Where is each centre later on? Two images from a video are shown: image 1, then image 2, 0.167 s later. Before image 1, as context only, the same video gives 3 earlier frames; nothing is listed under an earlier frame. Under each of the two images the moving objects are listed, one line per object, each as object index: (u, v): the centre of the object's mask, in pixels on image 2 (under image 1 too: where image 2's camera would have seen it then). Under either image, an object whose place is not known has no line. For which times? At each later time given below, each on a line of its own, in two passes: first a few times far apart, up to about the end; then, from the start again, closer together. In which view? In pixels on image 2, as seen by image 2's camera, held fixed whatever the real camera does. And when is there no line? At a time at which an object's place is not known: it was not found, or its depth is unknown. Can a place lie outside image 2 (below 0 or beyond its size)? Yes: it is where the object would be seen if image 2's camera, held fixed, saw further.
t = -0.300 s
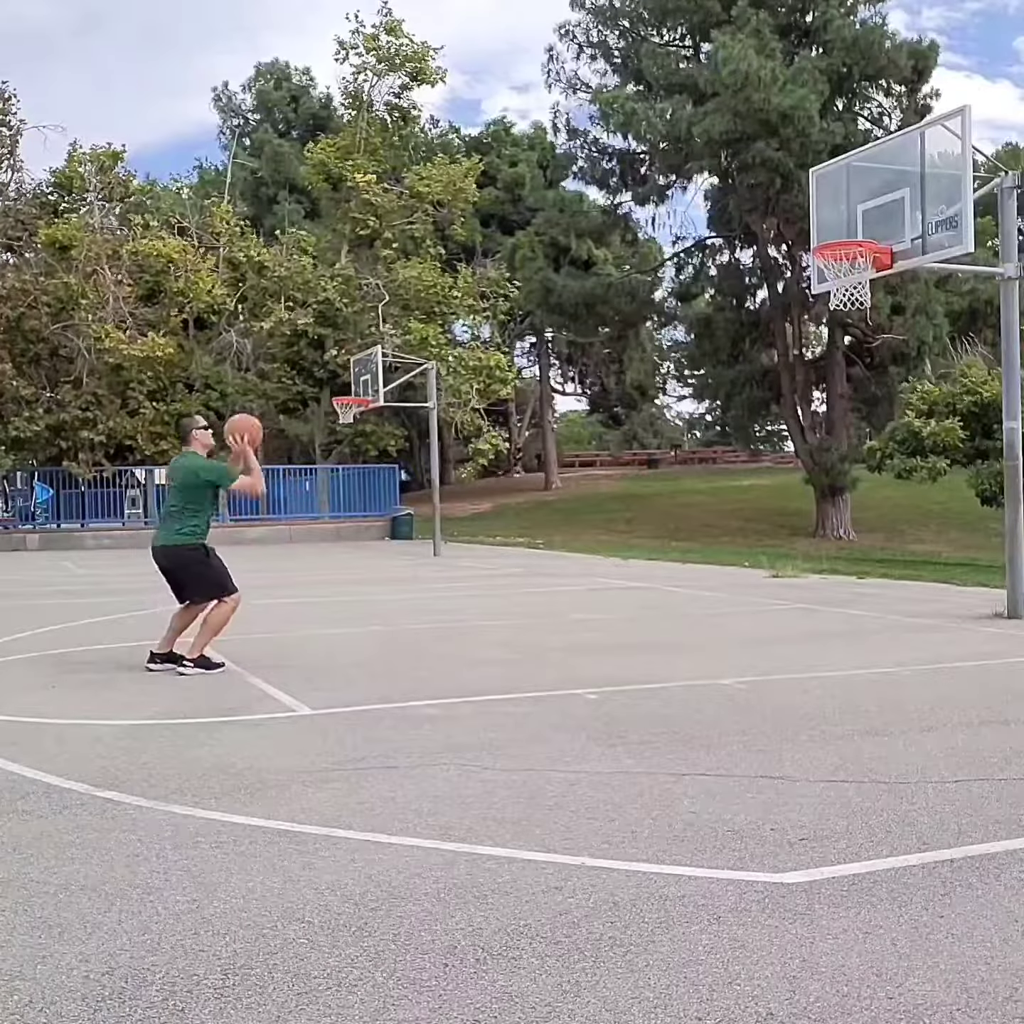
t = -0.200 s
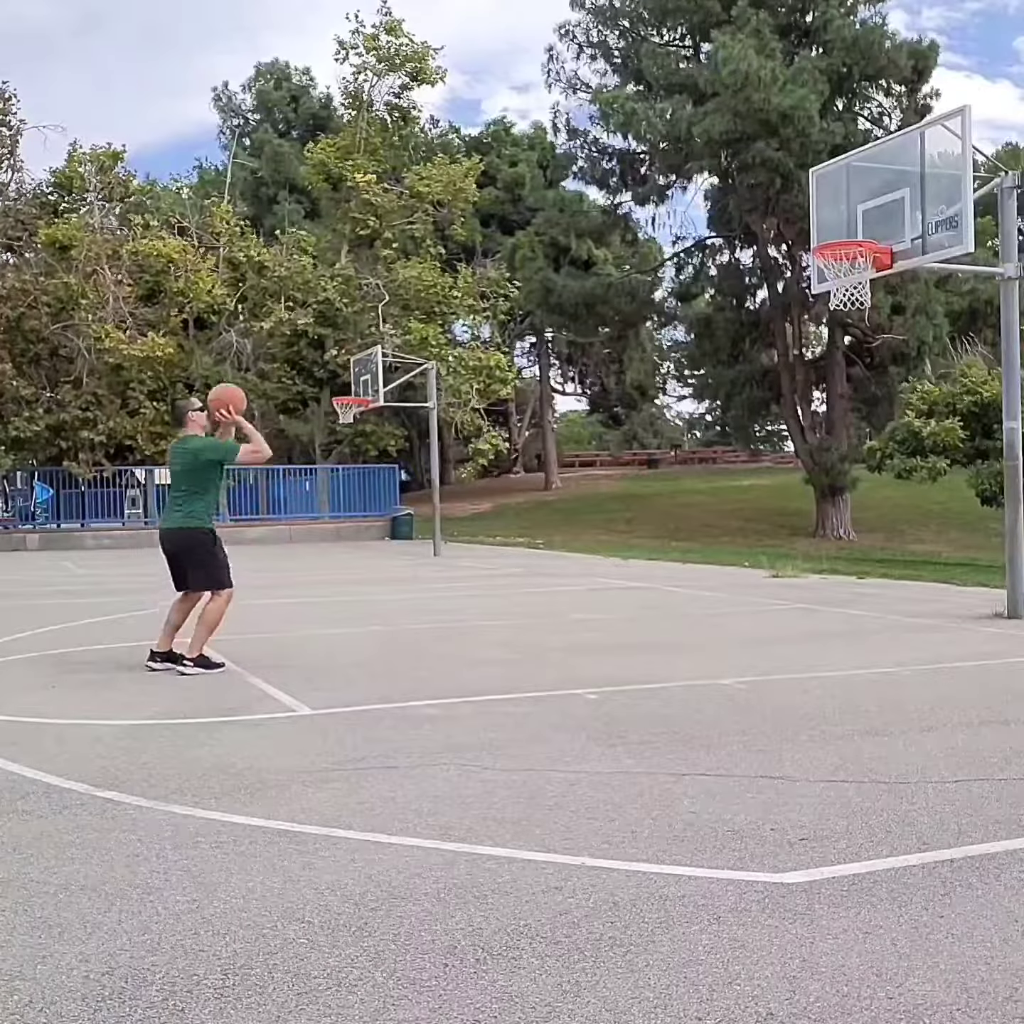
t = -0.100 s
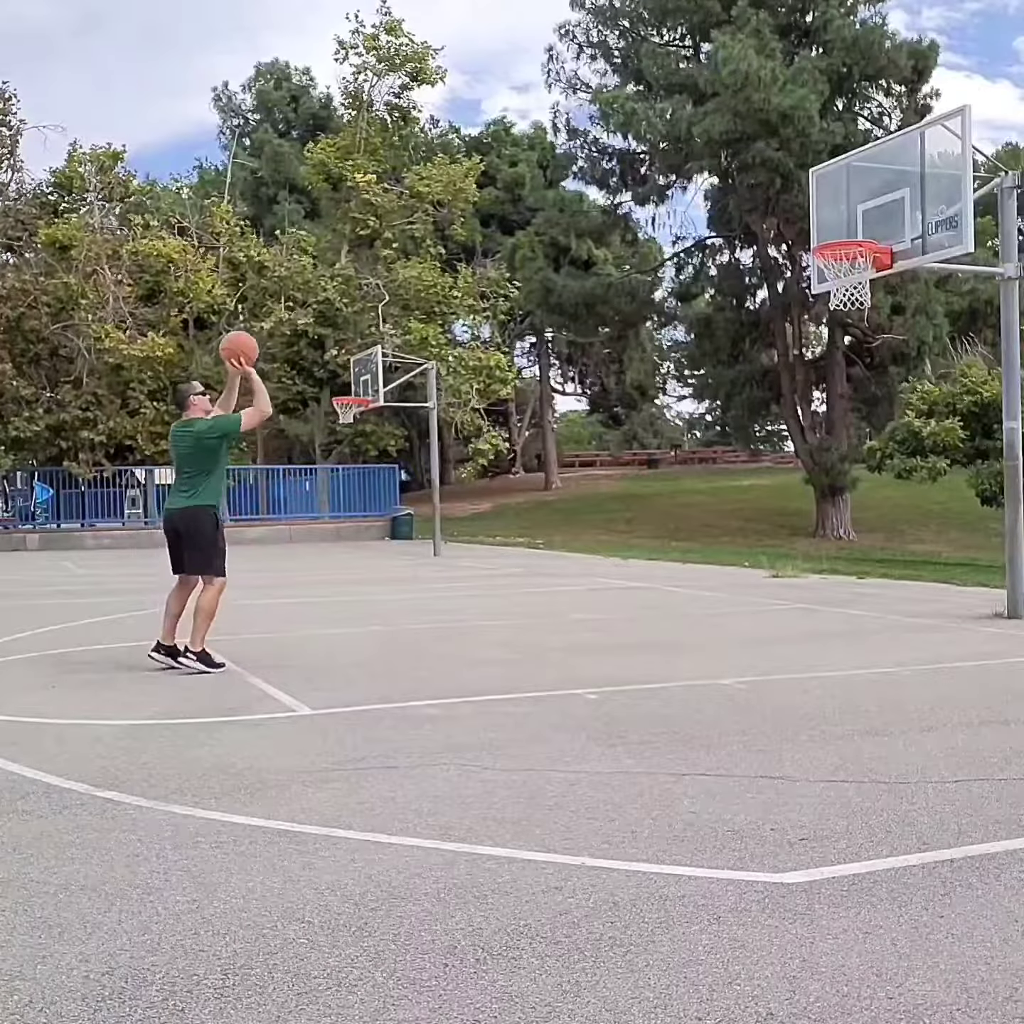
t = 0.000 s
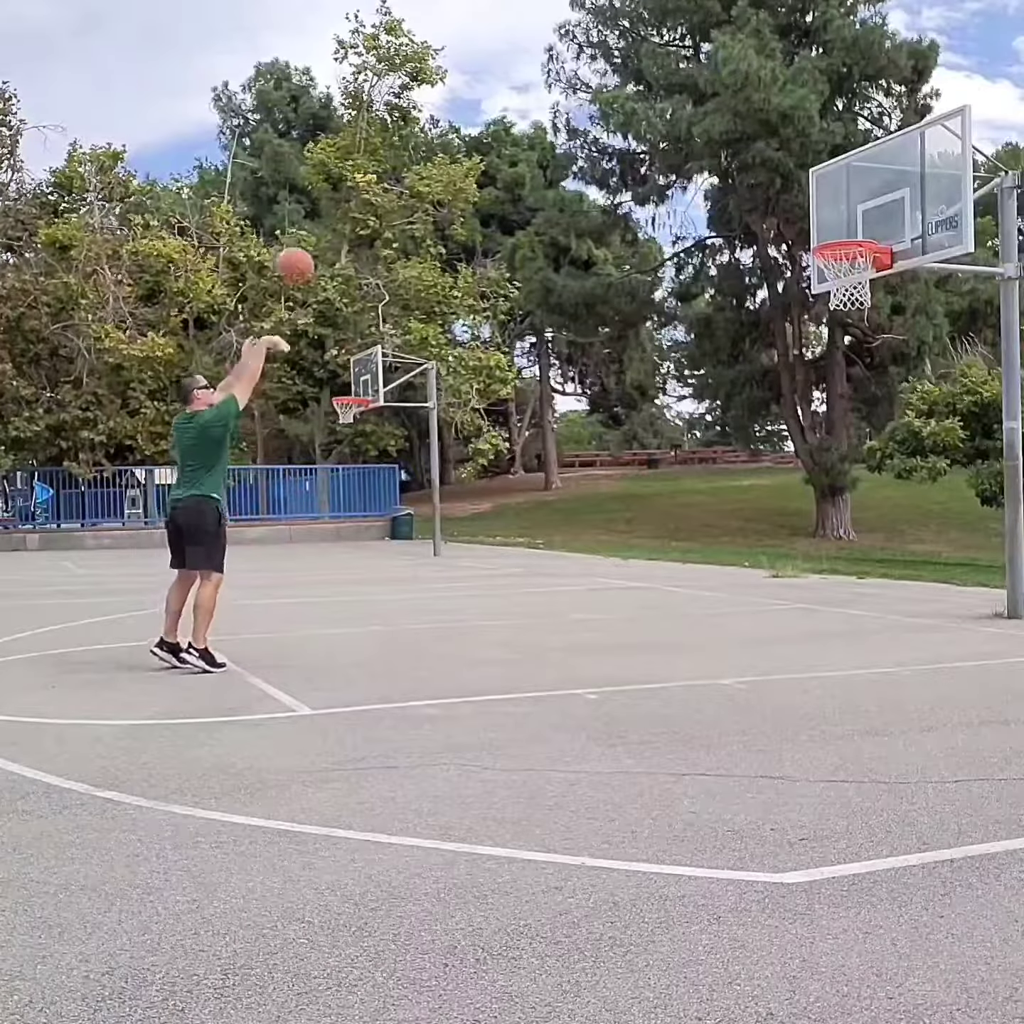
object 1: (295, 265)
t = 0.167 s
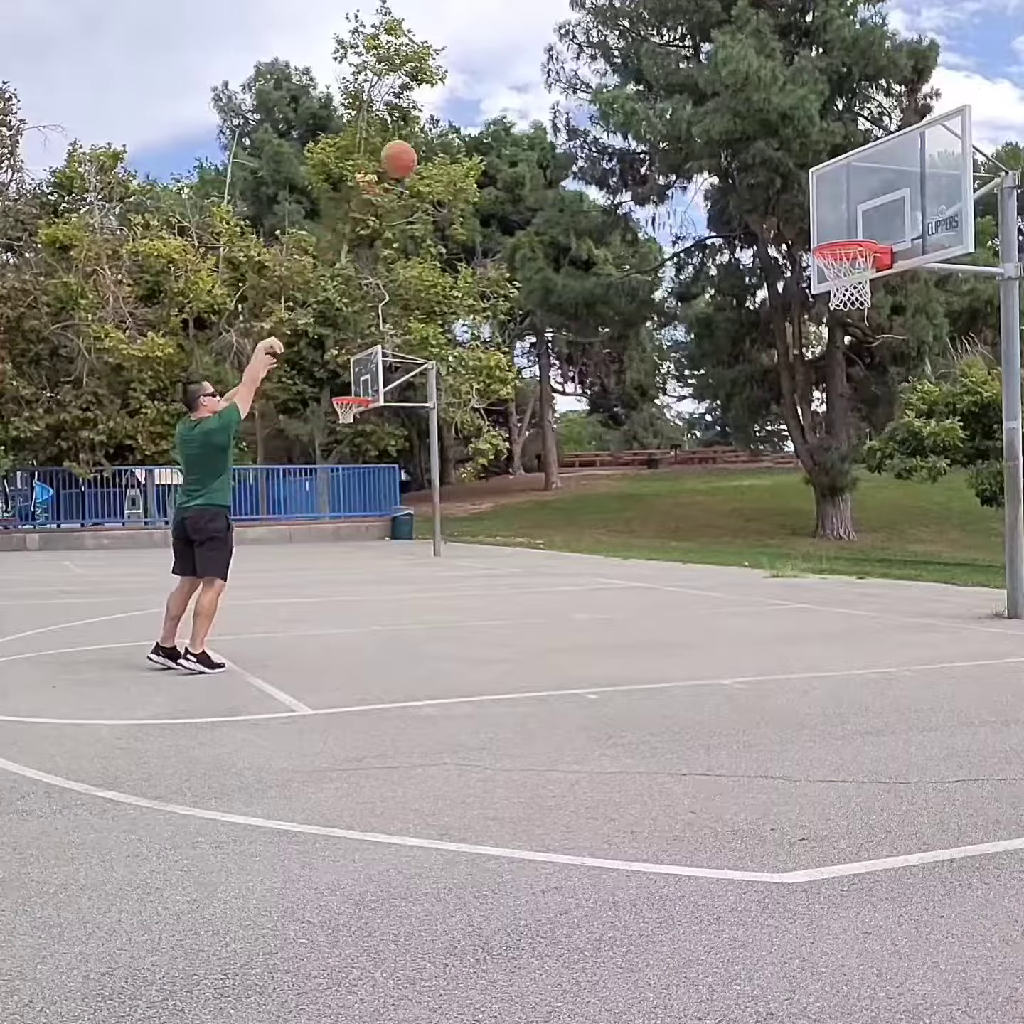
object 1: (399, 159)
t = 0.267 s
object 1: (459, 116)
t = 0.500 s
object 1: (590, 77)
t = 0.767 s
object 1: (727, 125)
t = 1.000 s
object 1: (834, 226)
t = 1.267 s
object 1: (879, 178)
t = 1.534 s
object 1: (854, 186)
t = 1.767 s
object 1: (839, 264)
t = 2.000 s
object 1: (843, 359)
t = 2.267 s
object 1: (849, 532)
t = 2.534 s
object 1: (868, 508)
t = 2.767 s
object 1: (892, 418)
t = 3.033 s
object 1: (918, 392)
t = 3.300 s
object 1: (945, 444)
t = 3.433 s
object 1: (959, 499)
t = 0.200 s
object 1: (419, 143)
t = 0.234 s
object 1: (439, 130)
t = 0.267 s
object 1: (459, 116)
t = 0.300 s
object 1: (478, 106)
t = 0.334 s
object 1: (497, 97)
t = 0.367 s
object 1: (516, 89)
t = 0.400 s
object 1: (535, 84)
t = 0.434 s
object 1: (553, 80)
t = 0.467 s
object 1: (572, 78)
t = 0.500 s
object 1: (590, 77)
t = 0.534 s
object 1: (607, 77)
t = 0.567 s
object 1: (624, 79)
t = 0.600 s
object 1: (643, 84)
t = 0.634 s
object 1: (659, 89)
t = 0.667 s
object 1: (677, 97)
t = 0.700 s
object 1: (695, 105)
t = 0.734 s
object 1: (710, 115)
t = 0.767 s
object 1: (727, 125)
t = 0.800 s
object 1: (743, 136)
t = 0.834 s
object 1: (759, 150)
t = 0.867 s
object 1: (775, 165)
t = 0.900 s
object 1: (791, 181)
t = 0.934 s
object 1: (806, 198)
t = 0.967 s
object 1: (821, 217)
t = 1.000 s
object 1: (834, 226)
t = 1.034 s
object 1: (840, 217)
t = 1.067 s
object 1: (847, 207)
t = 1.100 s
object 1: (854, 199)
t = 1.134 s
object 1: (861, 193)
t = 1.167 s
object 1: (866, 188)
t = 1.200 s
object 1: (874, 184)
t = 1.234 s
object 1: (880, 181)
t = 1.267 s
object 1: (879, 178)
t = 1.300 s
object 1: (875, 173)
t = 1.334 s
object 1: (874, 172)
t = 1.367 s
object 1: (869, 171)
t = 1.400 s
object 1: (867, 172)
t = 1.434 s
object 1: (864, 173)
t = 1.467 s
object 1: (861, 176)
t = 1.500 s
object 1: (857, 181)
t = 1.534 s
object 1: (854, 186)
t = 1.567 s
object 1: (853, 194)
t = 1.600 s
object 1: (851, 203)
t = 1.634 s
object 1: (848, 215)
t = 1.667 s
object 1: (846, 226)
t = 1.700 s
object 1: (844, 234)
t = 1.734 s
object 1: (836, 261)
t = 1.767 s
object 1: (839, 264)
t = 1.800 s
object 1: (837, 269)
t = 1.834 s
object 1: (851, 264)
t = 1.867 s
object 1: (842, 306)
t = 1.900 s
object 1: (843, 314)
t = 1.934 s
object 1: (843, 328)
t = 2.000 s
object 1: (843, 359)
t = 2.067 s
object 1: (845, 395)
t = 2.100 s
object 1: (845, 415)
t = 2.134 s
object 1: (846, 436)
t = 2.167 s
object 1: (846, 459)
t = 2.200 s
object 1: (847, 482)
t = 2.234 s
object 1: (850, 506)
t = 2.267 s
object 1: (849, 532)
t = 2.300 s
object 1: (852, 559)
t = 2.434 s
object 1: (860, 566)
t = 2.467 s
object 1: (865, 547)
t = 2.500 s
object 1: (867, 525)
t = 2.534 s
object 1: (868, 508)
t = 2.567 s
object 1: (874, 489)
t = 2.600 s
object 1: (876, 475)
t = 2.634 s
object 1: (879, 461)
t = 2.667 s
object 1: (881, 451)
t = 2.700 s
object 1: (884, 438)
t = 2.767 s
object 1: (892, 418)
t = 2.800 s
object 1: (896, 410)
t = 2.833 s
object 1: (899, 405)
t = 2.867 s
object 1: (903, 398)
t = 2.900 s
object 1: (905, 395)
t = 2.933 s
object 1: (908, 392)
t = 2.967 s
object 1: (911, 391)
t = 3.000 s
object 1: (914, 391)
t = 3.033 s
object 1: (918, 392)
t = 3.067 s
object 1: (921, 394)
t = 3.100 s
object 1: (924, 398)
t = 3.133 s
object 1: (928, 402)
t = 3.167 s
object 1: (931, 408)
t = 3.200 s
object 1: (934, 417)
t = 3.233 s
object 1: (938, 424)
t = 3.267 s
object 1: (942, 436)
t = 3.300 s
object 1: (945, 444)
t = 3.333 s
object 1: (948, 457)
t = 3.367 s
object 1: (951, 469)
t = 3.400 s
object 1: (955, 485)
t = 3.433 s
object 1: (959, 499)
